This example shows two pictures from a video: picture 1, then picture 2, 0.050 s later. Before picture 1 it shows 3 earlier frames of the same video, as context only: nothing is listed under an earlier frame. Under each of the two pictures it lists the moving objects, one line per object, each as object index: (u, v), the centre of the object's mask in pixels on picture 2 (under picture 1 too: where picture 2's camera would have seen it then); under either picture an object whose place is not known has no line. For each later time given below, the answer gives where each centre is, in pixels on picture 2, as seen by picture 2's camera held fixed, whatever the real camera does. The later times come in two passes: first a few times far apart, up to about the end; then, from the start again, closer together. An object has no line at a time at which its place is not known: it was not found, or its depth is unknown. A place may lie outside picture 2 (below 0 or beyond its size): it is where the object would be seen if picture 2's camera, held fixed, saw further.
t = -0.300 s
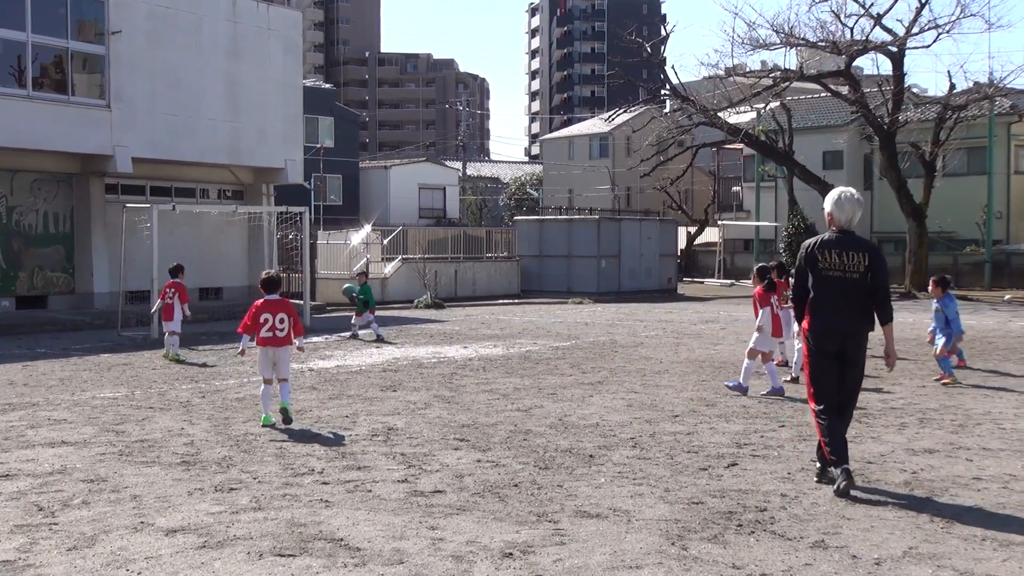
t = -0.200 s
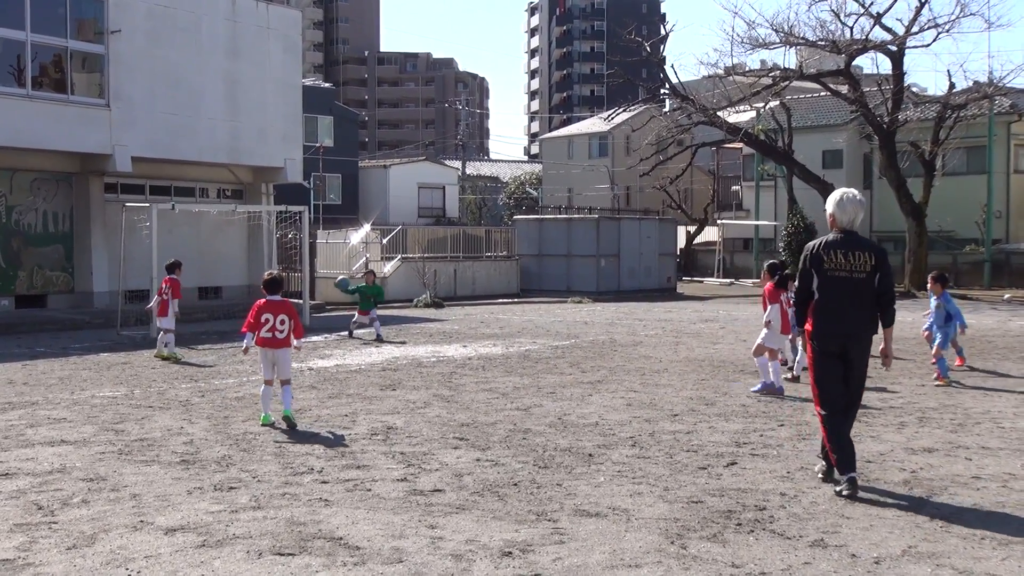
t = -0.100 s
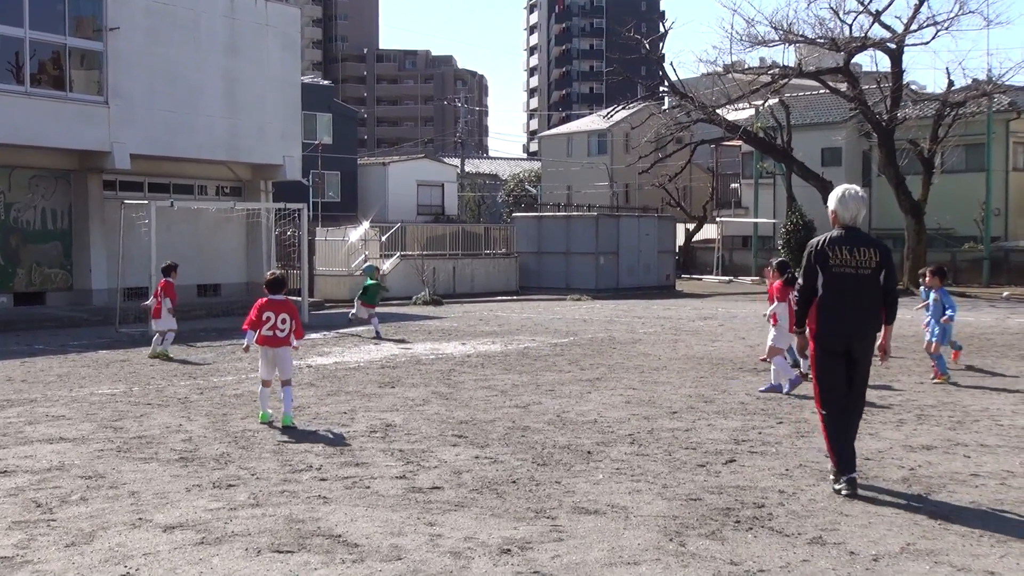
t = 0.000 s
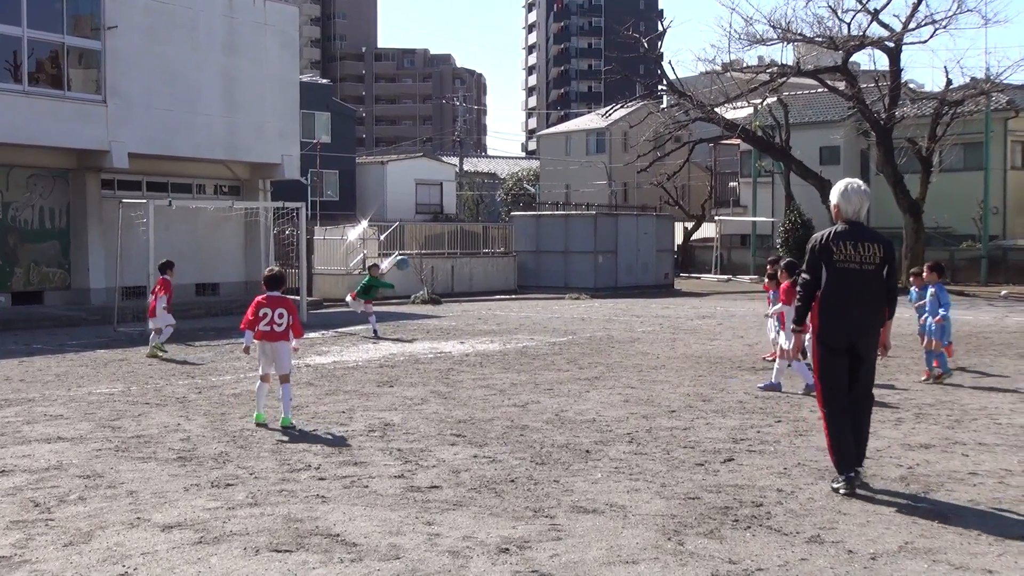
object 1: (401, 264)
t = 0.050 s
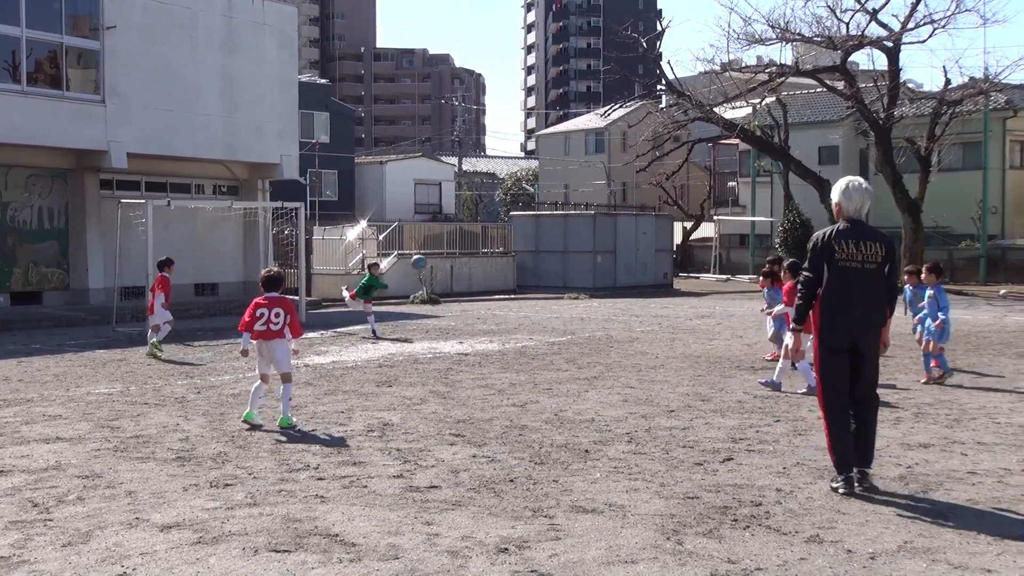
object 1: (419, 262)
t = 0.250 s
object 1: (496, 277)
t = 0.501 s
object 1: (621, 354)
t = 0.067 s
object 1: (424, 263)
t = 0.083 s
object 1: (429, 263)
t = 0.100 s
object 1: (437, 264)
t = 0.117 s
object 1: (443, 264)
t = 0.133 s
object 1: (450, 265)
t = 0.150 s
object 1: (456, 267)
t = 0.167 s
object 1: (463, 268)
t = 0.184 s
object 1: (469, 269)
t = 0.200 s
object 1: (475, 271)
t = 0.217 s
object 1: (483, 273)
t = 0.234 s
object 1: (489, 275)
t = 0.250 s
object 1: (496, 277)
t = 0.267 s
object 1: (504, 282)
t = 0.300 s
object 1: (518, 288)
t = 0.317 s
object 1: (526, 291)
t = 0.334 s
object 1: (533, 296)
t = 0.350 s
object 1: (541, 300)
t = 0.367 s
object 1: (549, 305)
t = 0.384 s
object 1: (557, 310)
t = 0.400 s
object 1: (565, 316)
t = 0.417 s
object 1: (574, 321)
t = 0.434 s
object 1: (584, 327)
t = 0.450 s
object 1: (593, 333)
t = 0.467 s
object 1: (601, 340)
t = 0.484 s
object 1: (611, 346)
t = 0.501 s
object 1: (621, 354)
